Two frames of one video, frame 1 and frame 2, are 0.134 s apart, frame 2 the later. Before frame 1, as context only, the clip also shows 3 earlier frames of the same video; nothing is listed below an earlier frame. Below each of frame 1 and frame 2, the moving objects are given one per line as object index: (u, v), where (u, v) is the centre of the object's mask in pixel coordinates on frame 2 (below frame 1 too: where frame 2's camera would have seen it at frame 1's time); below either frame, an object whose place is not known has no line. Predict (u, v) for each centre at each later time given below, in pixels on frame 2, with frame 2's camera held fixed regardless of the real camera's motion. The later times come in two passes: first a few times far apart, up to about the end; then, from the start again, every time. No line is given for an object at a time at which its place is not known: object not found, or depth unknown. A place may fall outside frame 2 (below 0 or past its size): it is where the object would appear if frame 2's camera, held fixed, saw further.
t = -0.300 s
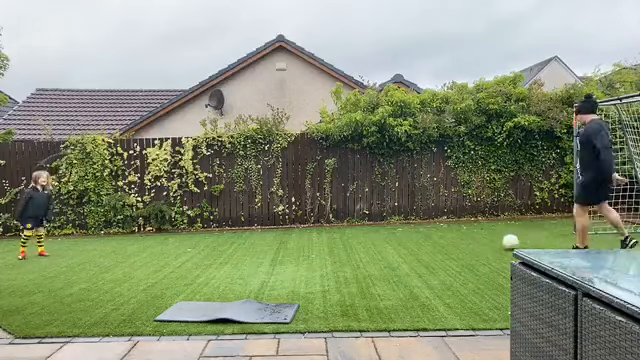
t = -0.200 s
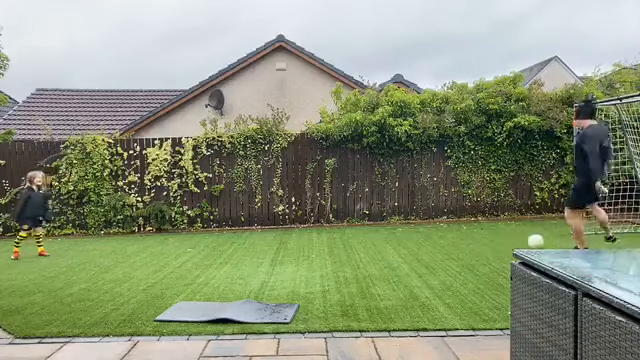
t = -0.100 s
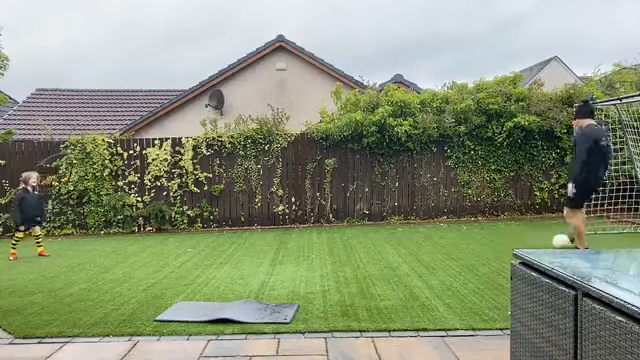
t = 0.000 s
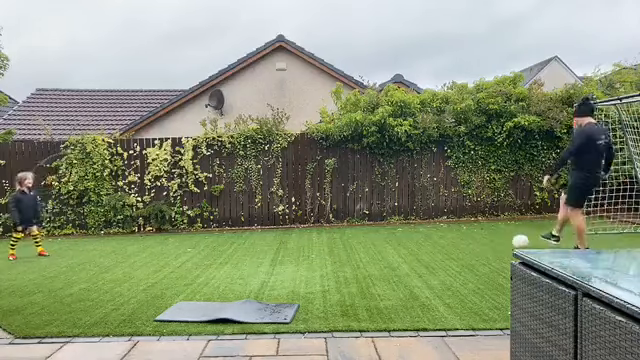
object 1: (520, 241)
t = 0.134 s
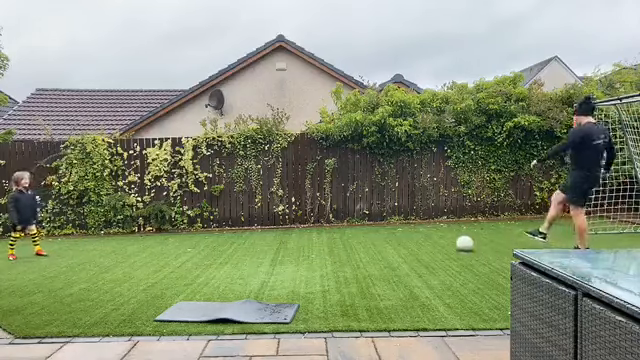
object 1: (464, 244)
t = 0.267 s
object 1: (416, 245)
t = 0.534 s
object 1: (339, 246)
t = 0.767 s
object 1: (279, 248)
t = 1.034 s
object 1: (214, 250)
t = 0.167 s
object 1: (452, 243)
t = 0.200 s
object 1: (440, 244)
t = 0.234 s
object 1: (427, 245)
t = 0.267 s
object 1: (416, 245)
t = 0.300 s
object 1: (405, 244)
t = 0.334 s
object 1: (394, 245)
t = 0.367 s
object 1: (384, 246)
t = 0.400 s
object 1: (375, 245)
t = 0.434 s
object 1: (365, 245)
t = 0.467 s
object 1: (356, 246)
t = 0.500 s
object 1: (347, 246)
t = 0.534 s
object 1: (339, 246)
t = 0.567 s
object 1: (330, 247)
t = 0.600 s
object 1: (322, 247)
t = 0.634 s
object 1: (313, 247)
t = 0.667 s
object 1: (305, 247)
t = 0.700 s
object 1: (296, 247)
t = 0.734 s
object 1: (288, 247)
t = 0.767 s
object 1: (279, 248)
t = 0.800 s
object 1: (271, 248)
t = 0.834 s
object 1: (263, 248)
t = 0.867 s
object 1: (255, 248)
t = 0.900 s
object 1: (247, 248)
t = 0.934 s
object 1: (239, 249)
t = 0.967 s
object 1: (231, 249)
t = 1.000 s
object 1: (222, 249)
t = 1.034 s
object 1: (214, 250)
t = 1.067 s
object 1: (207, 250)
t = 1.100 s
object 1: (199, 250)
